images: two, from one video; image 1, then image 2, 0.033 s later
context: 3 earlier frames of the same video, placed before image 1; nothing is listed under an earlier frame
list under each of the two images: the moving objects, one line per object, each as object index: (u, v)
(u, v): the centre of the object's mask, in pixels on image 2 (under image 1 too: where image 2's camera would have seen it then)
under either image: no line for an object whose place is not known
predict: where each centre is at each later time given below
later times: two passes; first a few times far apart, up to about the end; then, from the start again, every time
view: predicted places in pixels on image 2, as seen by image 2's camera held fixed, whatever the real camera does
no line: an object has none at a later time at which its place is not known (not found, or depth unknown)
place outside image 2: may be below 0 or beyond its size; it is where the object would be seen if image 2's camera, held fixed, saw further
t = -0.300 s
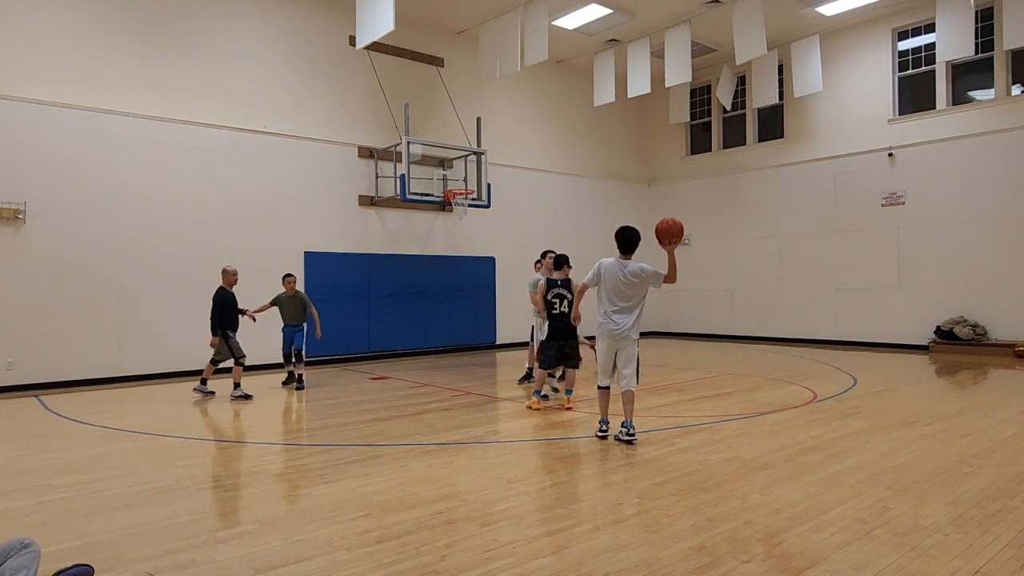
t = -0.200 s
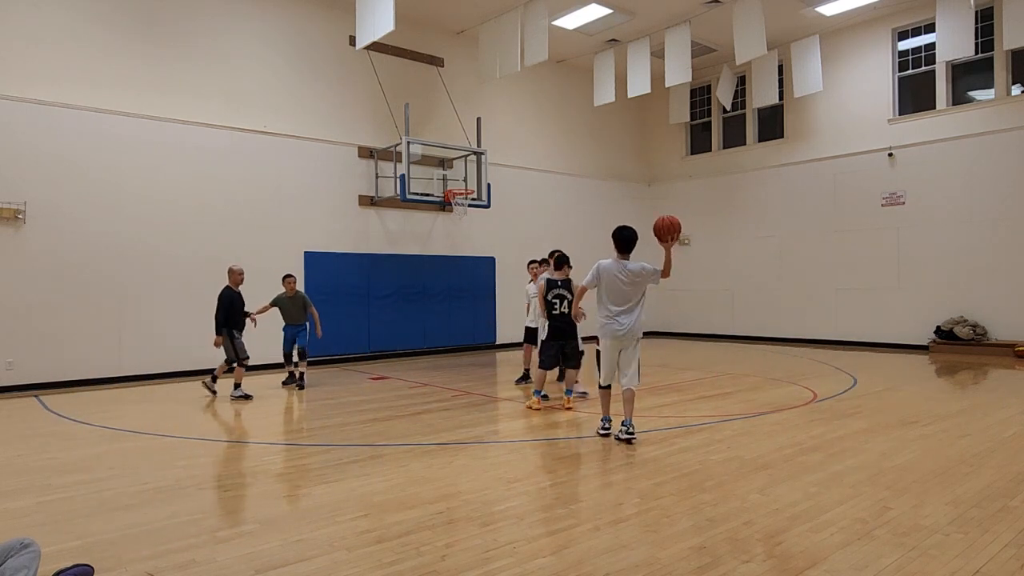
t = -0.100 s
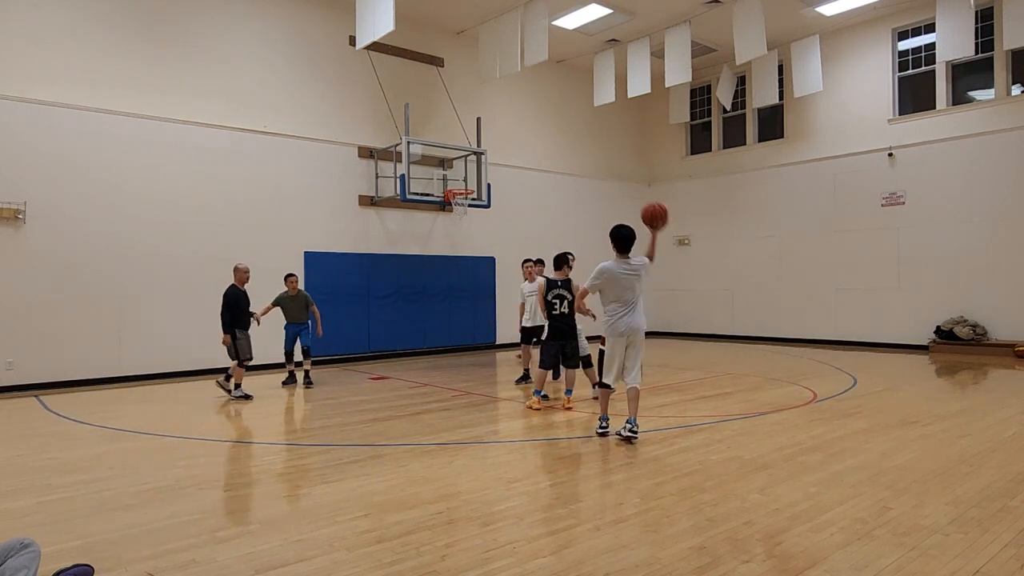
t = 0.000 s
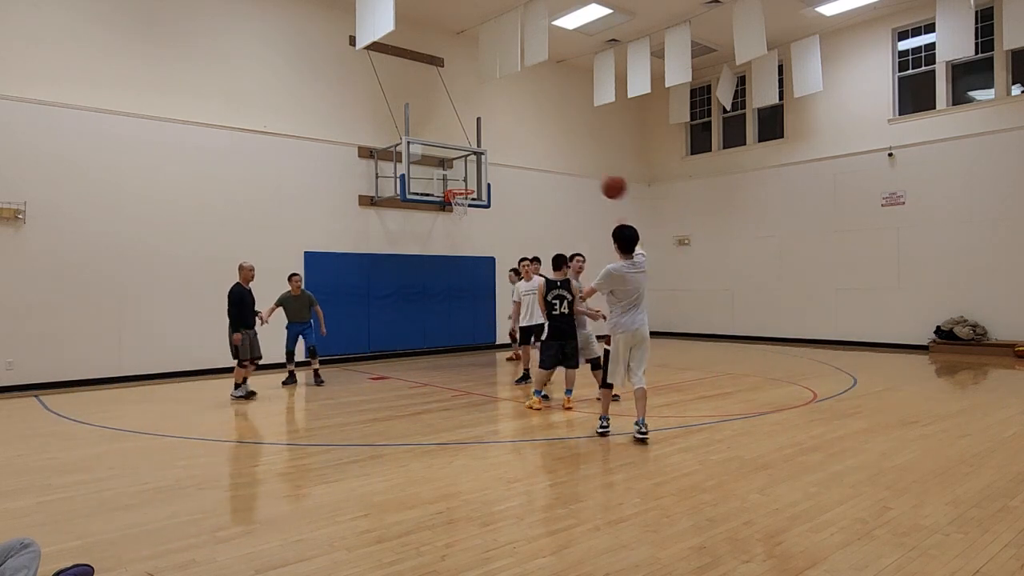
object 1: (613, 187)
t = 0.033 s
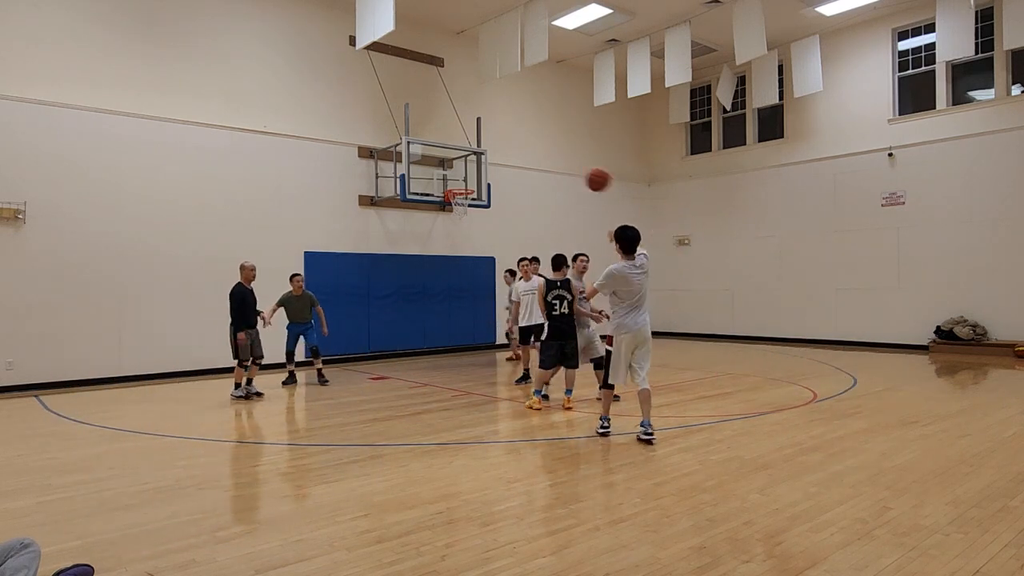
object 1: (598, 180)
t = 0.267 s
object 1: (508, 165)
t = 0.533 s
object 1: (439, 198)
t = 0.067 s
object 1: (582, 174)
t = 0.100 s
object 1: (568, 170)
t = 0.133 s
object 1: (554, 166)
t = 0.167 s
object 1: (542, 164)
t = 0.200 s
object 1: (529, 164)
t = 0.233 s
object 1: (518, 164)
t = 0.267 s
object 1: (508, 165)
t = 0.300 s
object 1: (497, 166)
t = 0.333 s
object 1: (488, 169)
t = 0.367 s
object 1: (478, 172)
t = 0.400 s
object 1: (469, 176)
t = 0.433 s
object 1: (461, 181)
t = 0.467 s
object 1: (453, 185)
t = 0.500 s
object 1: (445, 192)
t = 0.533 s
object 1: (439, 198)
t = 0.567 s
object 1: (431, 204)
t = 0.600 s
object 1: (424, 211)
